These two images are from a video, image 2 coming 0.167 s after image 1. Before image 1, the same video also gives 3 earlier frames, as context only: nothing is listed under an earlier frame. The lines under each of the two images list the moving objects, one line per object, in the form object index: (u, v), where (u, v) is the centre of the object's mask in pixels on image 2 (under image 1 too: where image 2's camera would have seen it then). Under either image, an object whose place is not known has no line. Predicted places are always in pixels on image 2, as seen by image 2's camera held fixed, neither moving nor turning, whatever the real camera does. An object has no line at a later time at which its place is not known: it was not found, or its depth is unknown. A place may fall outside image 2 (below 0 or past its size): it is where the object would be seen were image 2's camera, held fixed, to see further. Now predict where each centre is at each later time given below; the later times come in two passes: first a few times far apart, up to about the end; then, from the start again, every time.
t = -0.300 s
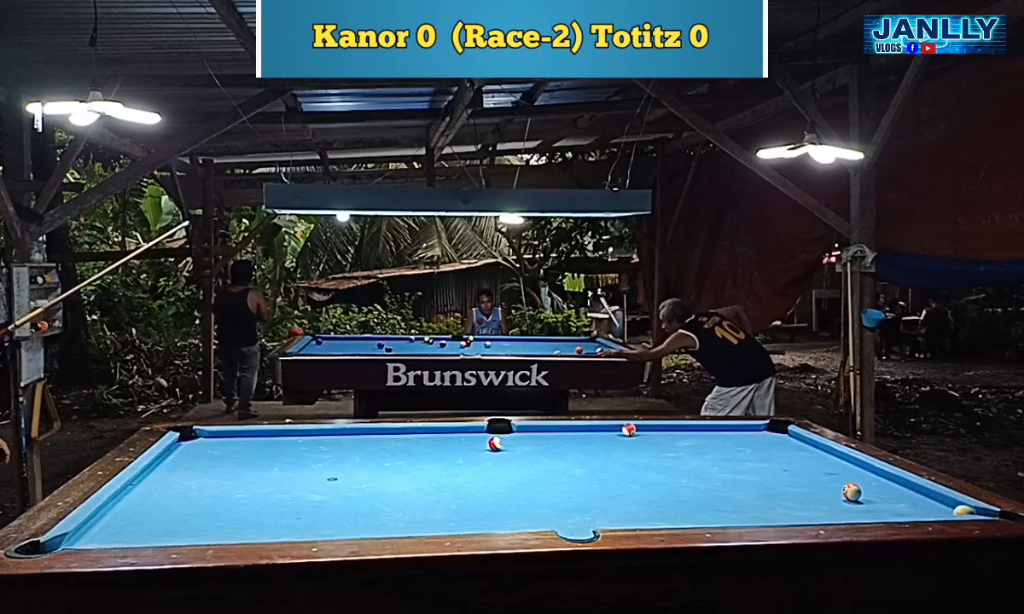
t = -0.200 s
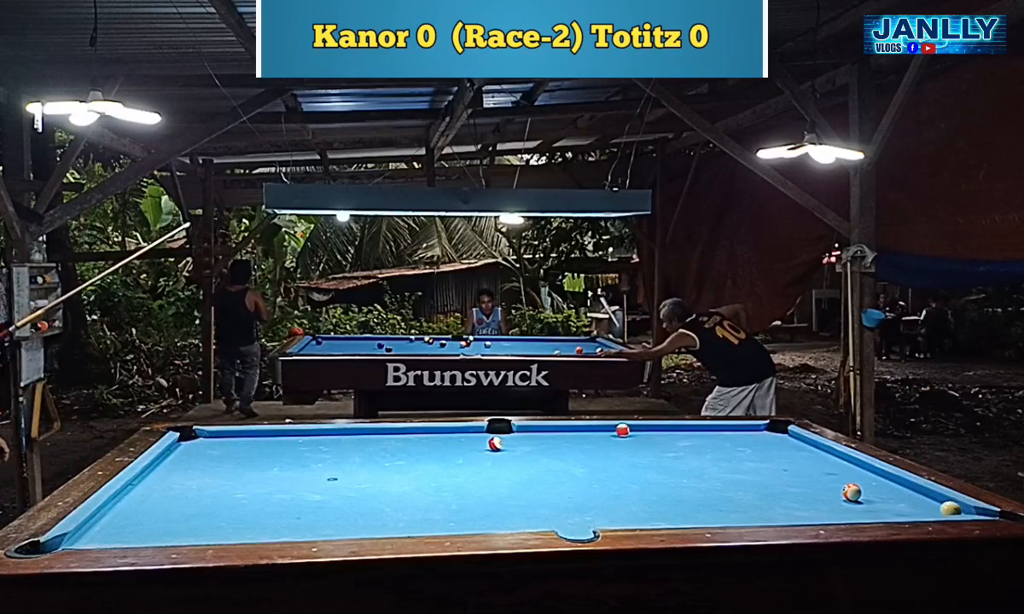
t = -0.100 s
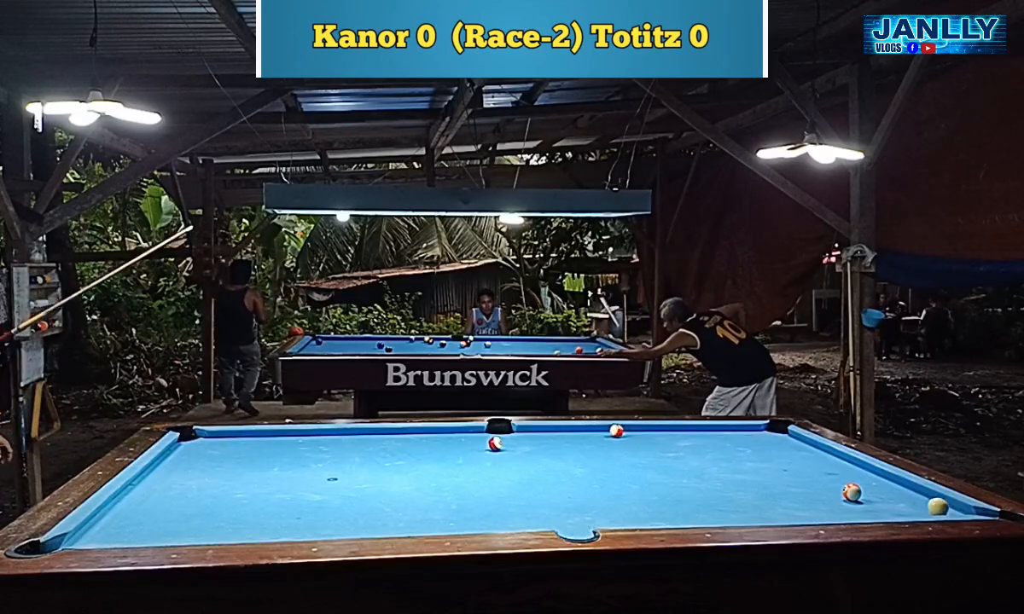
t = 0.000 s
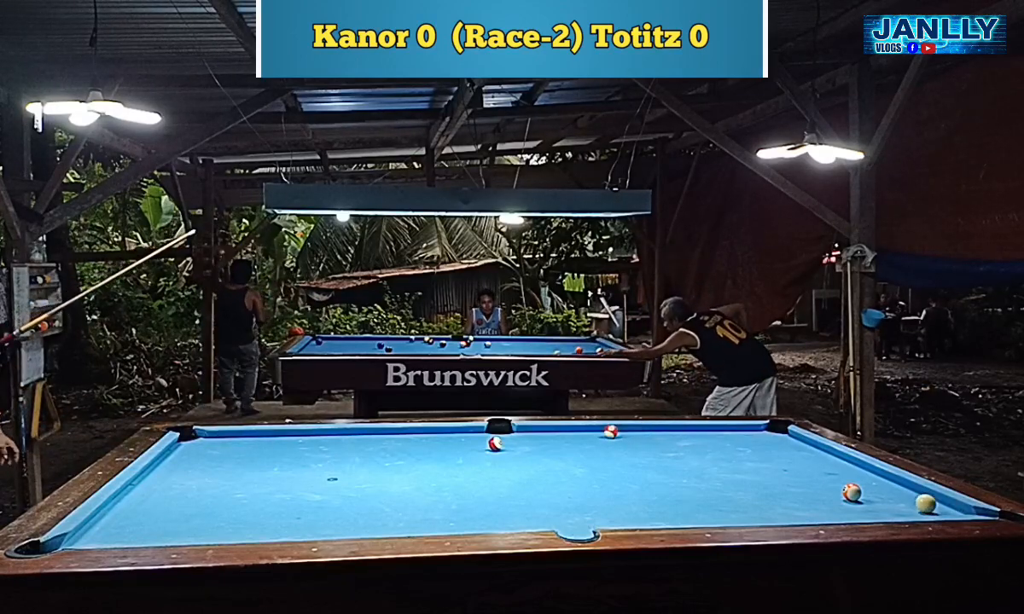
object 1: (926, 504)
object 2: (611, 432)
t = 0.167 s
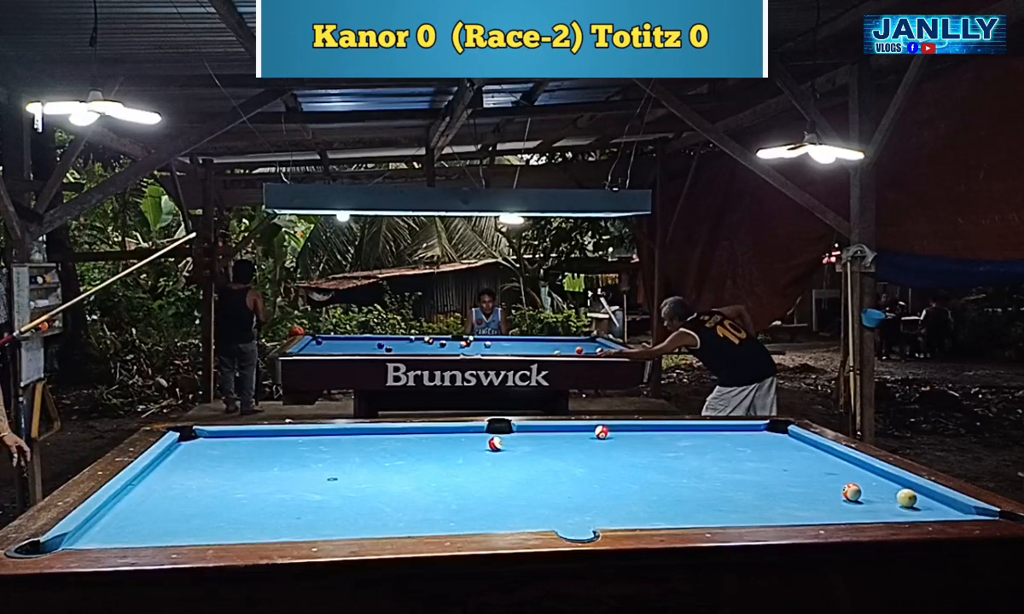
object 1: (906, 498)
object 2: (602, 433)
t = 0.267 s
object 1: (896, 495)
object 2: (597, 434)
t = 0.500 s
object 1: (873, 488)
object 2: (585, 435)
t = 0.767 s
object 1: (850, 480)
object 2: (572, 436)
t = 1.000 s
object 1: (832, 476)
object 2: (562, 438)
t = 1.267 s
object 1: (814, 472)
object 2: (551, 438)
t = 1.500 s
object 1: (800, 467)
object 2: (542, 440)
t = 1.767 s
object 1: (786, 464)
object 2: (534, 440)
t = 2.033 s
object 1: (773, 460)
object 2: (527, 441)
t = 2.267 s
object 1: (764, 457)
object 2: (521, 442)
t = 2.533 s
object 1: (754, 455)
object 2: (516, 442)
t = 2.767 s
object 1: (748, 453)
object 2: (512, 443)
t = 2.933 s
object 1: (743, 452)
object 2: (510, 443)
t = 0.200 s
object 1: (903, 497)
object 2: (600, 433)
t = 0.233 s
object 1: (900, 496)
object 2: (598, 434)
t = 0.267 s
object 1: (896, 495)
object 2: (597, 434)
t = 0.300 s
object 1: (893, 494)
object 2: (595, 434)
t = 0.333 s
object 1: (889, 493)
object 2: (594, 434)
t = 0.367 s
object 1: (886, 492)
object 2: (592, 434)
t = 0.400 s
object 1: (883, 491)
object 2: (590, 434)
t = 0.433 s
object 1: (879, 490)
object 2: (588, 434)
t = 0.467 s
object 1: (876, 489)
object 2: (586, 435)
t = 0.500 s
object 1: (873, 488)
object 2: (585, 435)
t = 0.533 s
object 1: (870, 488)
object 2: (583, 435)
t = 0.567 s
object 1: (868, 486)
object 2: (581, 435)
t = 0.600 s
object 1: (865, 485)
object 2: (580, 436)
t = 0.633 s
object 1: (862, 484)
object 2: (578, 436)
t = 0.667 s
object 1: (859, 483)
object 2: (577, 436)
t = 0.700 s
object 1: (856, 481)
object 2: (575, 436)
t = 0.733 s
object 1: (853, 480)
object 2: (574, 436)
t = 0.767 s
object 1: (850, 480)
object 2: (572, 436)
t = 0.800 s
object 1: (846, 479)
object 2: (571, 436)
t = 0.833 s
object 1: (844, 479)
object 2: (569, 436)
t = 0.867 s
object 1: (842, 478)
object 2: (568, 436)
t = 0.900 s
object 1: (839, 478)
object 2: (566, 437)
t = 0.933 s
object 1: (837, 478)
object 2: (565, 437)
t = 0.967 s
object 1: (834, 477)
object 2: (564, 437)
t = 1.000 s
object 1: (832, 476)
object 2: (562, 438)
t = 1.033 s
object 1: (830, 476)
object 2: (561, 438)
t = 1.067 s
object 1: (827, 475)
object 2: (560, 438)
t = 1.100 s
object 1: (825, 474)
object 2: (558, 438)
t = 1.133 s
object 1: (822, 474)
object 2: (557, 438)
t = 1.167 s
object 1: (820, 473)
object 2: (556, 438)
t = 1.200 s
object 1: (818, 473)
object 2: (554, 438)
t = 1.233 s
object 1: (816, 472)
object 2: (553, 438)
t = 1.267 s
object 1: (814, 472)
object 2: (551, 438)
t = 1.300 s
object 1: (812, 471)
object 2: (550, 439)
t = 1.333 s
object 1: (810, 471)
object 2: (549, 439)
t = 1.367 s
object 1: (808, 470)
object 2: (547, 439)
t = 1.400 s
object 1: (806, 469)
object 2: (546, 439)
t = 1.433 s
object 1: (804, 469)
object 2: (545, 439)
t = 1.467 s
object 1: (802, 468)
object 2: (544, 440)
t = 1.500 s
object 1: (800, 467)
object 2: (542, 440)
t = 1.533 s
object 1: (798, 467)
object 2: (542, 440)
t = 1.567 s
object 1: (796, 466)
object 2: (541, 440)
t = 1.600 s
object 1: (794, 466)
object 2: (540, 440)
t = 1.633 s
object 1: (793, 465)
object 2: (539, 440)
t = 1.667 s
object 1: (791, 465)
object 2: (537, 440)
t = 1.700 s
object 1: (789, 464)
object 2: (536, 440)
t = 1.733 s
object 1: (787, 464)
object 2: (535, 440)
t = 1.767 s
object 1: (786, 464)
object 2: (534, 440)
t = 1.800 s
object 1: (784, 463)
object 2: (533, 440)
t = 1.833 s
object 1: (783, 463)
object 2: (532, 440)
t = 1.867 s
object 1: (781, 462)
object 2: (531, 441)
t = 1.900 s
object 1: (779, 462)
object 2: (530, 441)
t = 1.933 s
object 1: (778, 461)
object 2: (529, 441)
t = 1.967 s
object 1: (776, 461)
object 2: (528, 441)
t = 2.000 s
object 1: (775, 460)
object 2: (527, 441)
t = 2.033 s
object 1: (773, 460)
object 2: (527, 441)
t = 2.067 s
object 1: (772, 460)
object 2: (526, 442)
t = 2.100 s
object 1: (771, 459)
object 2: (525, 442)
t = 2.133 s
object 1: (769, 459)
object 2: (524, 442)
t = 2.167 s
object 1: (768, 458)
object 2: (523, 442)
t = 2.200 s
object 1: (766, 458)
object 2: (523, 442)
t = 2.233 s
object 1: (765, 458)
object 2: (522, 442)
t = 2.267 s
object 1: (764, 457)
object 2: (521, 442)
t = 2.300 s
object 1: (763, 457)
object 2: (521, 442)
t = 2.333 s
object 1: (762, 457)
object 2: (520, 442)
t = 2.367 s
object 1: (760, 456)
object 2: (519, 442)
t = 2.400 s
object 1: (759, 456)
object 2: (518, 442)
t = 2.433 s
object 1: (758, 456)
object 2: (518, 442)
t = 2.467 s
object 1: (757, 456)
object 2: (517, 442)
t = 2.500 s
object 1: (755, 455)
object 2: (516, 442)
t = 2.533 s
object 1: (754, 455)
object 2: (516, 442)
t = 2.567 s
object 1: (753, 455)
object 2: (515, 442)
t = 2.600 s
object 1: (752, 454)
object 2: (514, 442)
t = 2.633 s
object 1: (751, 454)
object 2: (514, 442)
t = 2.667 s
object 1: (750, 454)
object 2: (513, 442)
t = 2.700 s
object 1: (749, 453)
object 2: (513, 442)
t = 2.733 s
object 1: (748, 453)
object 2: (512, 442)
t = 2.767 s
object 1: (748, 453)
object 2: (512, 443)
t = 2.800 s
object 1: (747, 453)
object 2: (512, 443)
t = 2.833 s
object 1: (746, 452)
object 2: (511, 443)
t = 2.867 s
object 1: (745, 452)
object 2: (511, 443)
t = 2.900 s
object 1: (744, 452)
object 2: (510, 443)
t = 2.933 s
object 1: (743, 452)
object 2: (510, 443)
